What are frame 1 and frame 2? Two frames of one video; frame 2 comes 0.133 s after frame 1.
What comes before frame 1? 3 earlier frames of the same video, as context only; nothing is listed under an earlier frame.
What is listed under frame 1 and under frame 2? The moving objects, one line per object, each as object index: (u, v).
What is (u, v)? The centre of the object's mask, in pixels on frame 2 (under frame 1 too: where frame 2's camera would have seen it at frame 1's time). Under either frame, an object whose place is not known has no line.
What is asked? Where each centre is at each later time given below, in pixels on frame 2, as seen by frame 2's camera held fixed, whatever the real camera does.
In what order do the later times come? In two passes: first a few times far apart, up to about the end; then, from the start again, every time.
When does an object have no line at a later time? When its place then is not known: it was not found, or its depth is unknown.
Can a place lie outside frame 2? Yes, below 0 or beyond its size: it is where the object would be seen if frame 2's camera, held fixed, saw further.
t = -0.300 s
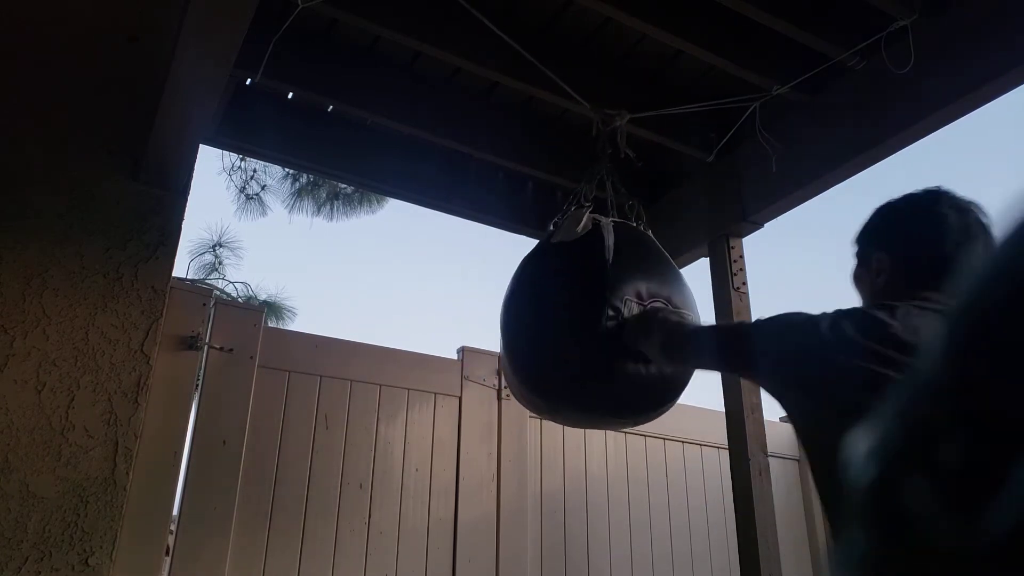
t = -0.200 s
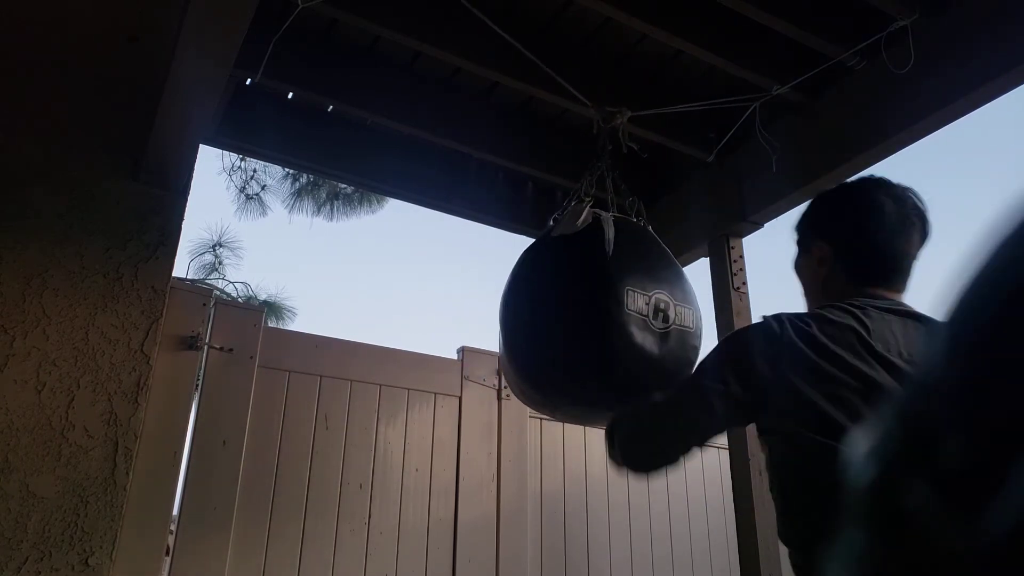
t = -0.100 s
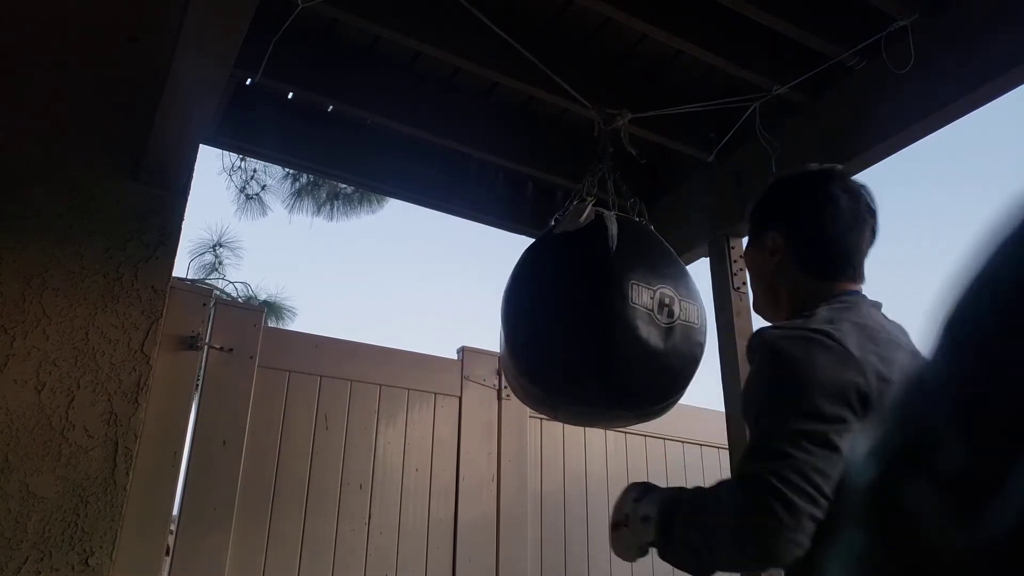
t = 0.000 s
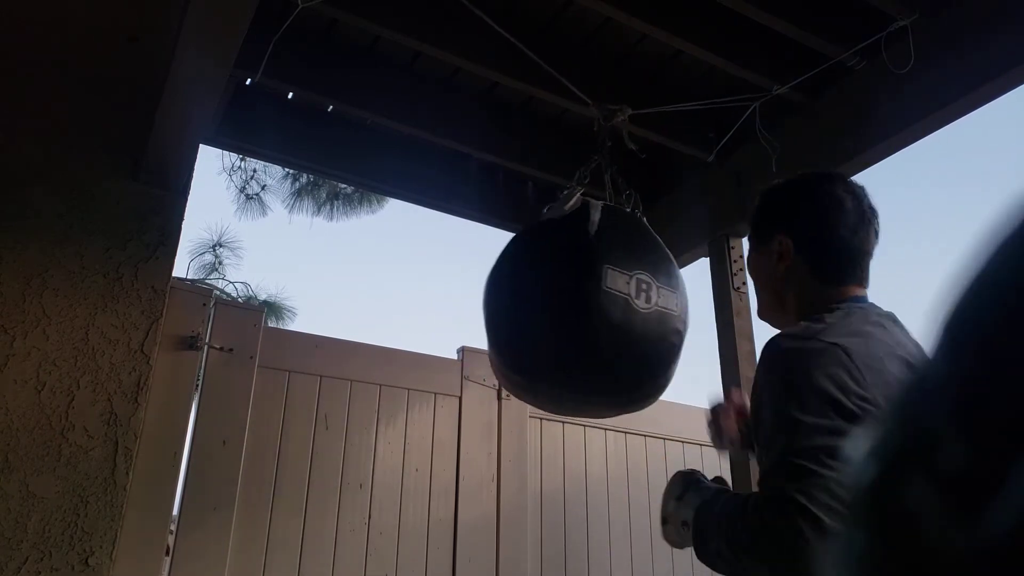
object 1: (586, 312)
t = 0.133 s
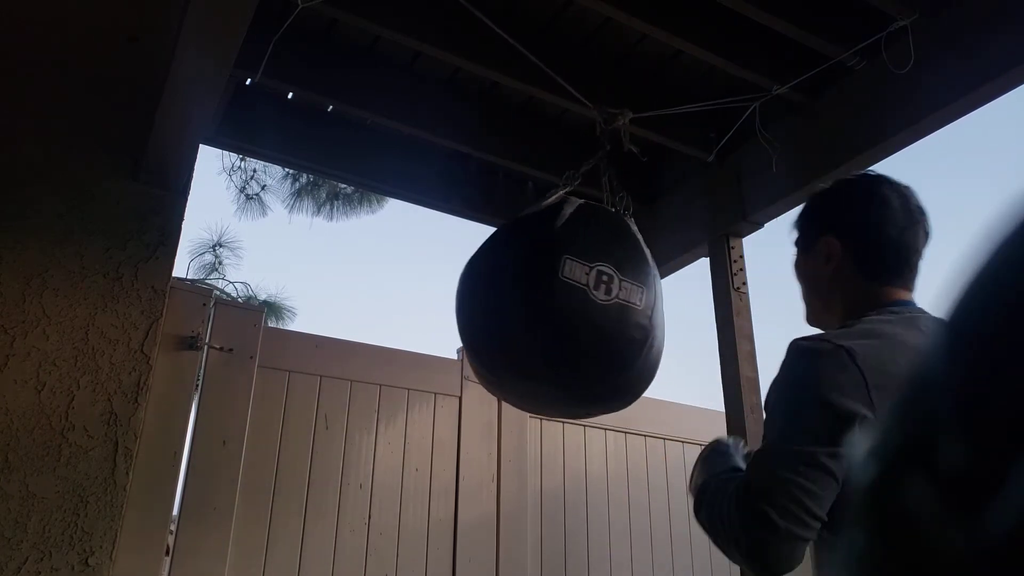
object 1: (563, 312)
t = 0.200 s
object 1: (559, 307)
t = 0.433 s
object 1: (571, 310)
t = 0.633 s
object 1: (613, 321)
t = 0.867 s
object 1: (662, 322)
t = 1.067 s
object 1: (680, 318)
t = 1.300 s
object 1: (661, 319)
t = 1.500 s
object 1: (618, 318)
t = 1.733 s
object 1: (570, 309)
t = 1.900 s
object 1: (558, 307)
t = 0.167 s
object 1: (560, 310)
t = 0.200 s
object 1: (559, 307)
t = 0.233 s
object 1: (558, 304)
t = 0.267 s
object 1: (558, 304)
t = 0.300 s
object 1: (558, 305)
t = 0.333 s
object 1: (560, 307)
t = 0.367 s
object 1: (562, 309)
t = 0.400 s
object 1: (566, 310)
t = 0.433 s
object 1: (571, 310)
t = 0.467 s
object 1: (577, 311)
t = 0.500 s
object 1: (583, 312)
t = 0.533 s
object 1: (590, 314)
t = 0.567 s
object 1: (597, 317)
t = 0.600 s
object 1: (605, 319)
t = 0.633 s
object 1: (613, 321)
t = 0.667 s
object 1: (621, 321)
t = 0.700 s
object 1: (628, 321)
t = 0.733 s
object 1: (636, 321)
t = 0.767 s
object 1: (643, 321)
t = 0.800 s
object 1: (650, 321)
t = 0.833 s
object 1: (656, 322)
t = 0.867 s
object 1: (662, 322)
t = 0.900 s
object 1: (667, 321)
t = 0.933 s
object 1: (671, 320)
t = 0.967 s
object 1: (675, 318)
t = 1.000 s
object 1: (677, 318)
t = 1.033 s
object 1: (679, 318)
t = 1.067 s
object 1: (680, 318)
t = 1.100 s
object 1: (680, 318)
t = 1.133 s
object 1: (679, 318)
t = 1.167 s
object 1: (677, 318)
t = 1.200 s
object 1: (674, 318)
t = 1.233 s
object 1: (670, 318)
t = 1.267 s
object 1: (666, 318)
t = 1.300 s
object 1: (661, 319)
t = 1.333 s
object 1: (655, 320)
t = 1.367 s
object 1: (648, 320)
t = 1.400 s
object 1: (641, 320)
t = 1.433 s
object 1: (634, 320)
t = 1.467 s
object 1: (626, 319)
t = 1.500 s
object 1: (618, 318)
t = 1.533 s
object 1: (610, 318)
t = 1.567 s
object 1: (602, 316)
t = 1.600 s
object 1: (594, 315)
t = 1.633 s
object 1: (587, 314)
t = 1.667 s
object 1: (581, 312)
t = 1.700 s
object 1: (575, 310)
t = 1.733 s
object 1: (570, 309)
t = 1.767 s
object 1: (566, 308)
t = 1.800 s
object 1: (562, 308)
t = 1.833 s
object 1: (560, 307)
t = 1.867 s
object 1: (559, 307)
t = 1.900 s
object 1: (558, 307)
